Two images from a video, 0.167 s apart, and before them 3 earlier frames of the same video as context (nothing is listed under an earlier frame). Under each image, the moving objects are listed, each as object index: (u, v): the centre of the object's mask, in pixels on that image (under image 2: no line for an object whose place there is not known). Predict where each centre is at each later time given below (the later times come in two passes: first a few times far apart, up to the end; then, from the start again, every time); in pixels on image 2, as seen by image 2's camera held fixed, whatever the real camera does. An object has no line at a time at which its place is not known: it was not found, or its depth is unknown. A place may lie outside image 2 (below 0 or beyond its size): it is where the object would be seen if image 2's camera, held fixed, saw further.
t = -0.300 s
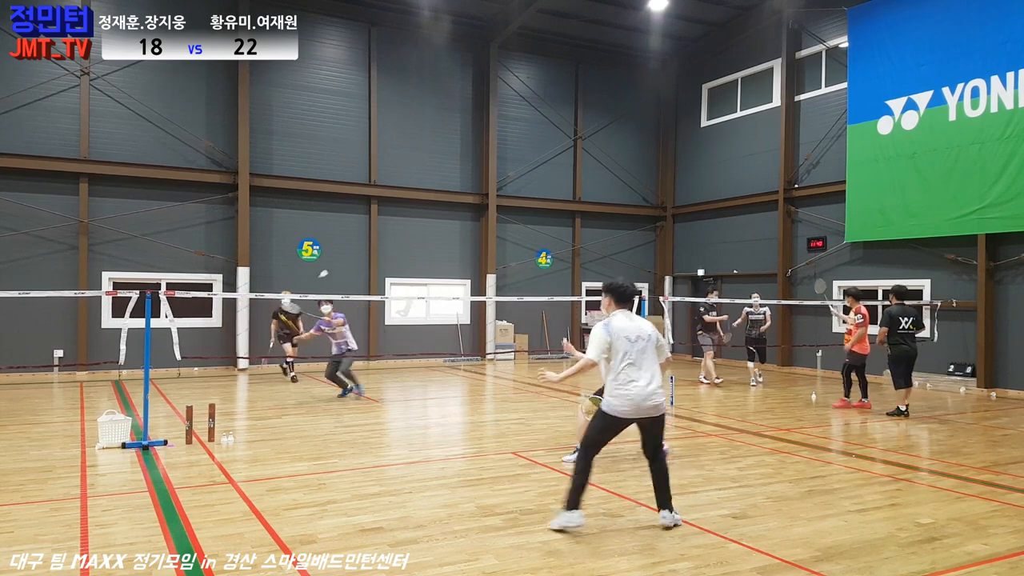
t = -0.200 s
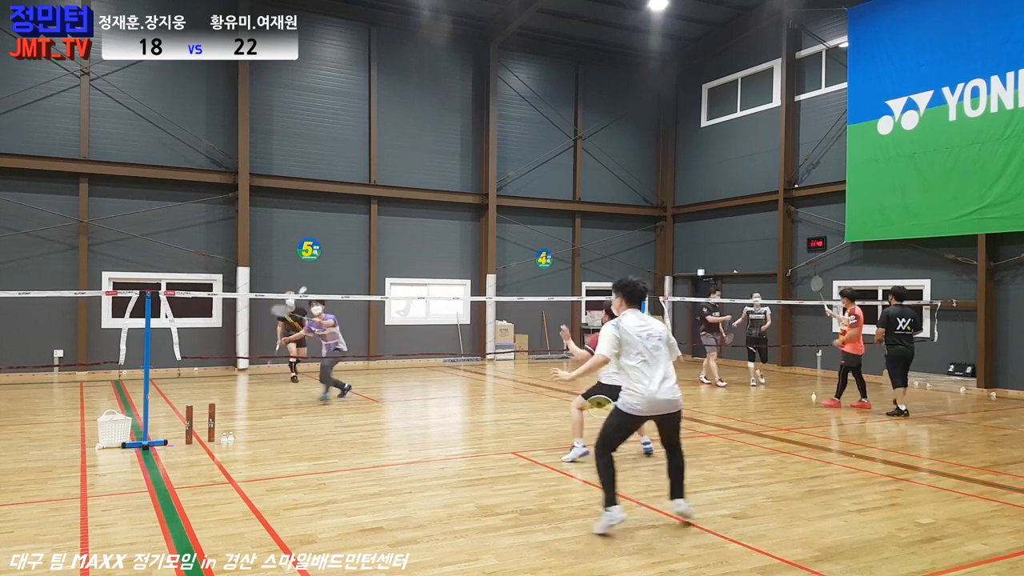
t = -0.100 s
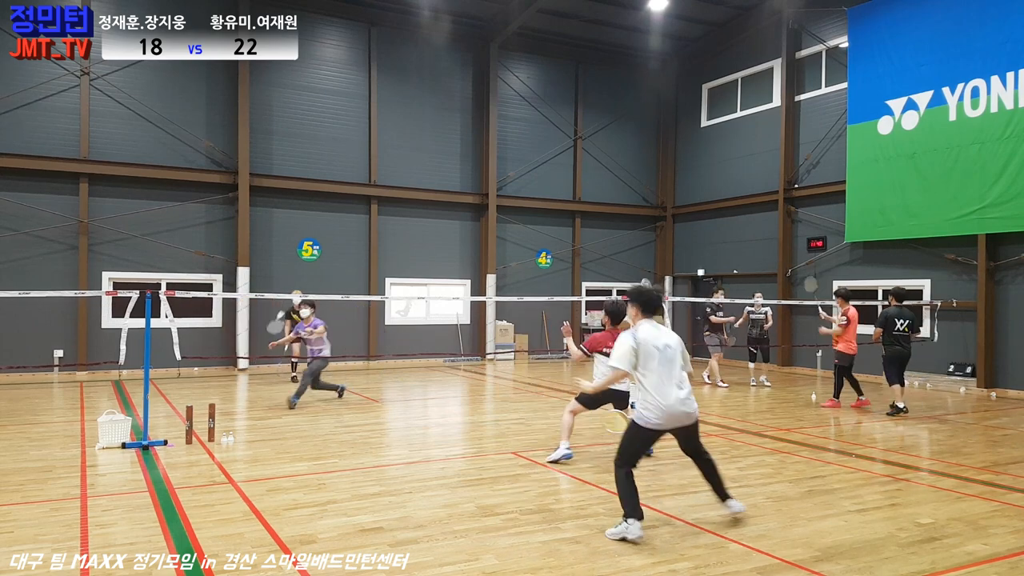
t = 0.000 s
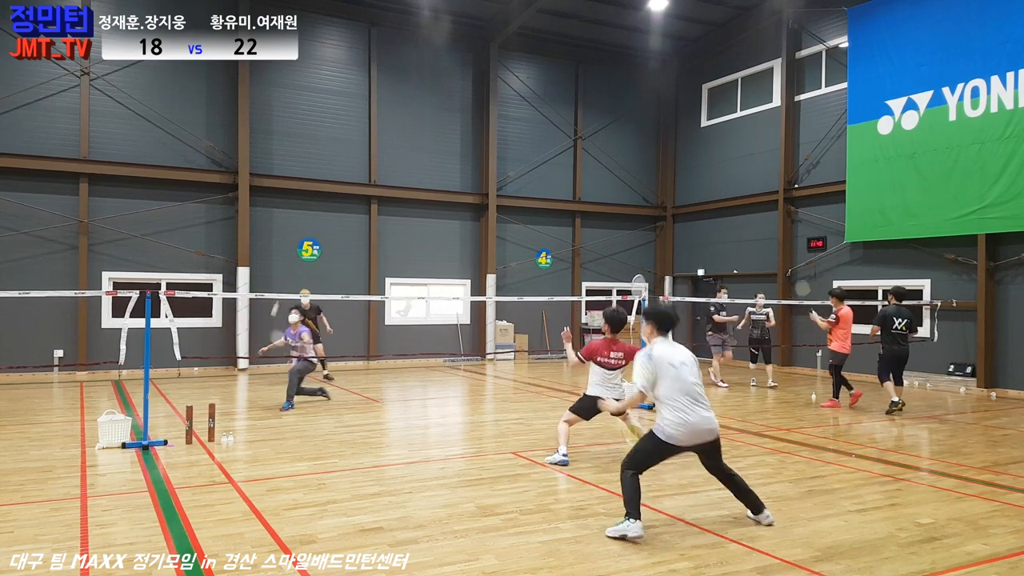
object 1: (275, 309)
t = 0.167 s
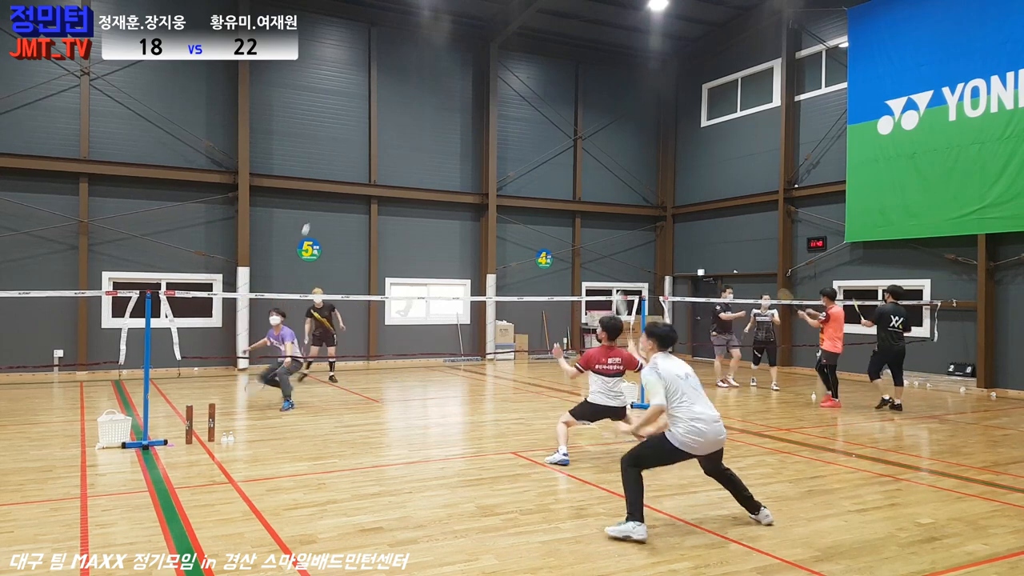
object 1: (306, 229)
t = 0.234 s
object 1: (317, 206)
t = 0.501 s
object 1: (365, 160)
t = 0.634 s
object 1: (389, 169)
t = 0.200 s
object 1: (311, 217)
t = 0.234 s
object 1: (317, 206)
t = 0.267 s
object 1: (323, 196)
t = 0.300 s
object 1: (329, 187)
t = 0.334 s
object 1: (335, 180)
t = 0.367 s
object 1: (340, 173)
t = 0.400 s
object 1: (347, 168)
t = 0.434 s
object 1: (353, 164)
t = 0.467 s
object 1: (359, 161)
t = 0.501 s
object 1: (365, 160)
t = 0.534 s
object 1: (371, 160)
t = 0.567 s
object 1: (377, 161)
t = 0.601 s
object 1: (383, 164)
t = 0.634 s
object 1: (389, 169)
